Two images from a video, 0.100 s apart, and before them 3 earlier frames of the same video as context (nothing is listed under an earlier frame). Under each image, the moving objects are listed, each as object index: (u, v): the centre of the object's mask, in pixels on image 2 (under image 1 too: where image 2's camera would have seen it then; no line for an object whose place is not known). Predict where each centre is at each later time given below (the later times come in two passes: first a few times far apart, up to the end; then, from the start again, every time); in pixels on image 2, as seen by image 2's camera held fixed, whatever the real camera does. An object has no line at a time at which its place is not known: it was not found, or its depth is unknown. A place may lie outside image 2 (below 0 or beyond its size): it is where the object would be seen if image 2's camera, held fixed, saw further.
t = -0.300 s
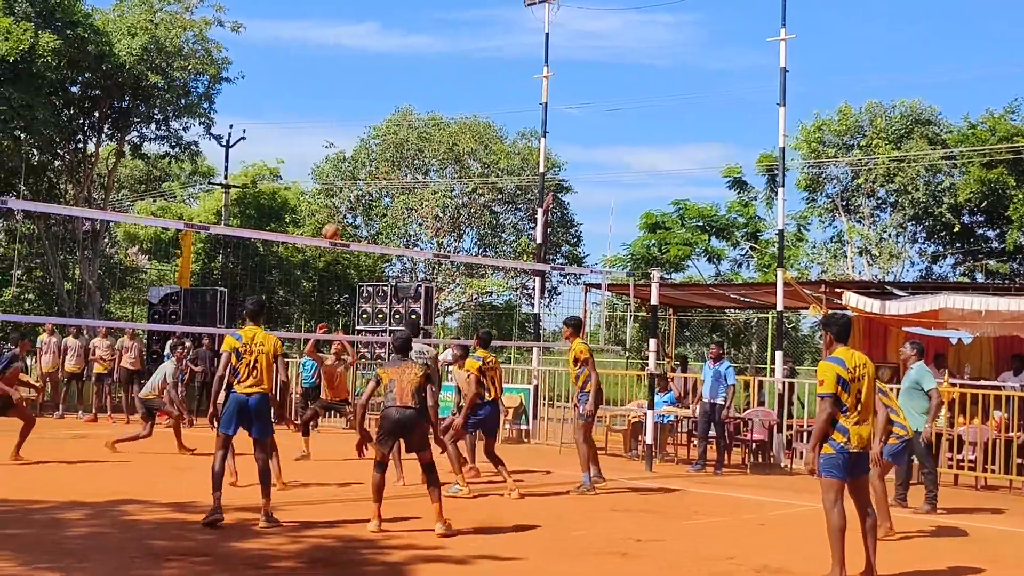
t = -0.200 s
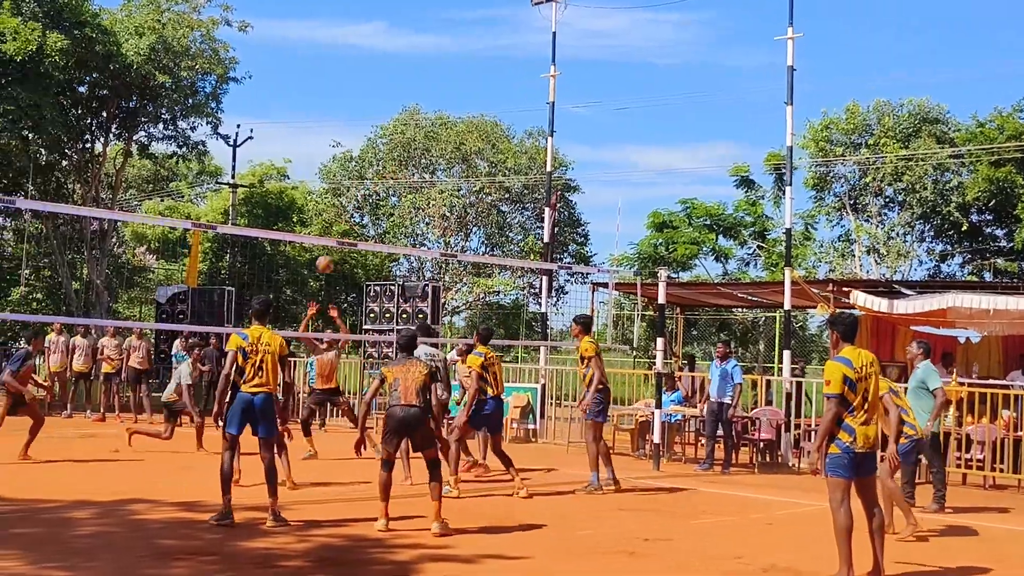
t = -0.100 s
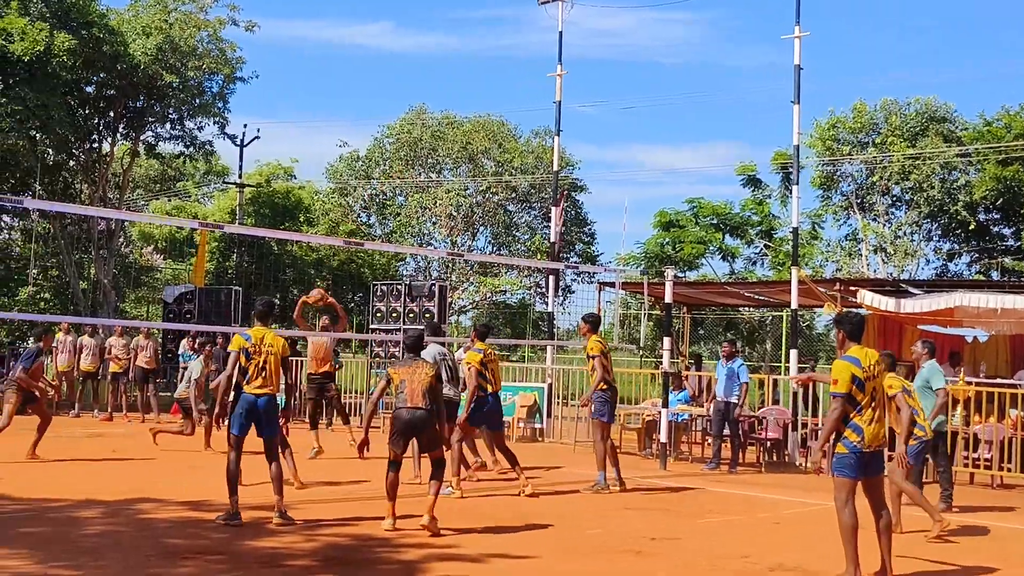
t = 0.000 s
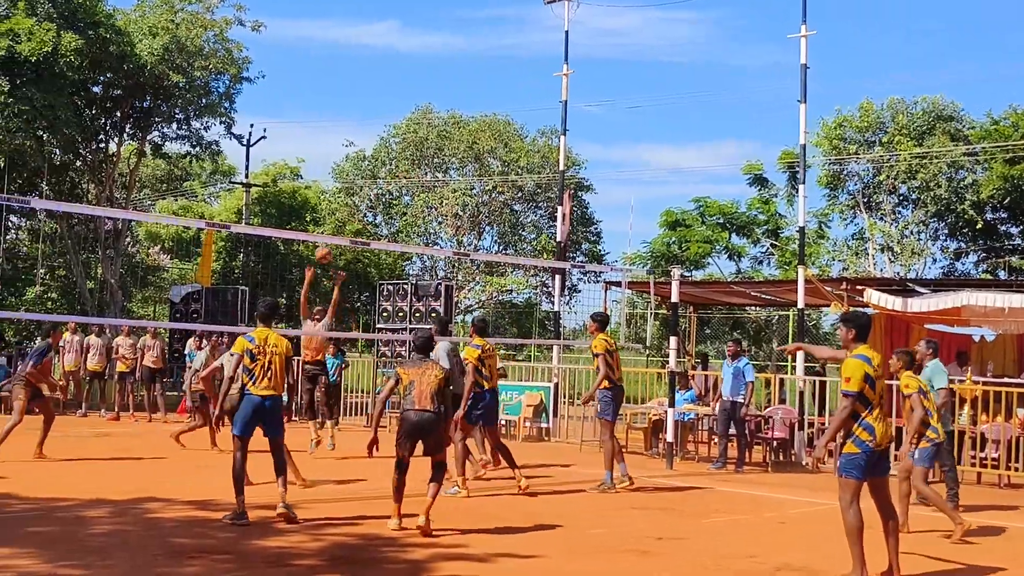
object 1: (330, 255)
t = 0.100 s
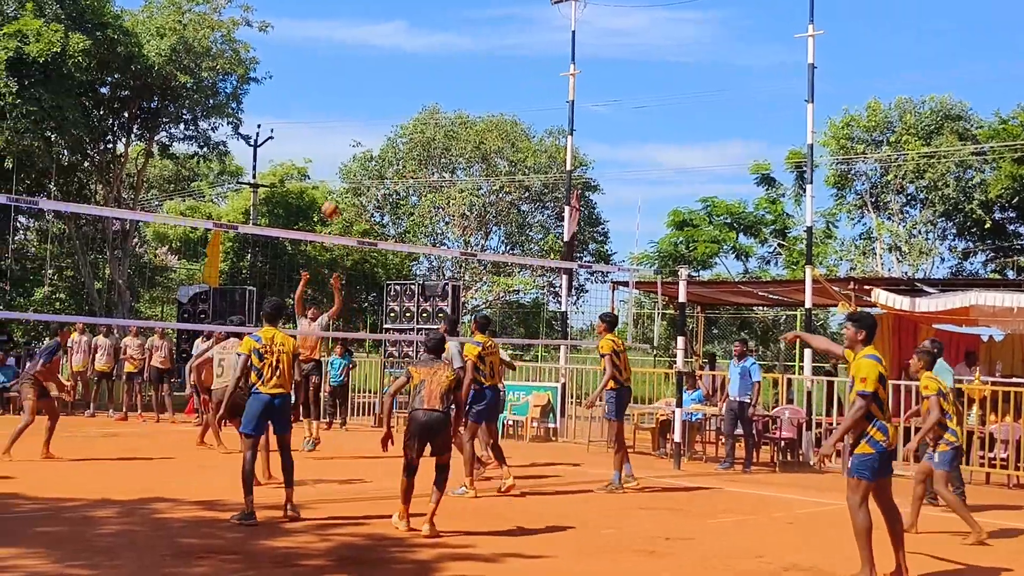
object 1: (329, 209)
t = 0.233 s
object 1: (327, 161)
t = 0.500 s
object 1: (322, 104)
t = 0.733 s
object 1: (315, 100)
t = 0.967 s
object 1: (305, 141)
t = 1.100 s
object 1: (299, 185)
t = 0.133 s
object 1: (329, 196)
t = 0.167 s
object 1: (328, 183)
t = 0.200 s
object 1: (328, 172)
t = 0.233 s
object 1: (327, 161)
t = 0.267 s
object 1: (327, 151)
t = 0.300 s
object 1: (326, 142)
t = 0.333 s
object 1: (325, 133)
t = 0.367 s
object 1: (325, 126)
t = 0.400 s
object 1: (325, 119)
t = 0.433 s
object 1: (324, 113)
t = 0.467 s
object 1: (323, 108)
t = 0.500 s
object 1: (322, 104)
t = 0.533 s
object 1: (321, 101)
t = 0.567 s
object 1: (320, 98)
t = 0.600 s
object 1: (319, 97)
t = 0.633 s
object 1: (318, 96)
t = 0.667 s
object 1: (317, 96)
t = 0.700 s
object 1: (316, 98)
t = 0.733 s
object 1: (315, 100)
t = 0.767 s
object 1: (313, 103)
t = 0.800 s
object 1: (313, 107)
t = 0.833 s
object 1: (311, 112)
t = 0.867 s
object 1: (310, 117)
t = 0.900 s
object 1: (309, 124)
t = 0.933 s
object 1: (307, 132)
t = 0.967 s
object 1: (305, 141)
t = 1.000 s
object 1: (304, 151)
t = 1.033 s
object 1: (303, 161)
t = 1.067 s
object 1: (300, 173)
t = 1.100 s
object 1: (299, 185)
